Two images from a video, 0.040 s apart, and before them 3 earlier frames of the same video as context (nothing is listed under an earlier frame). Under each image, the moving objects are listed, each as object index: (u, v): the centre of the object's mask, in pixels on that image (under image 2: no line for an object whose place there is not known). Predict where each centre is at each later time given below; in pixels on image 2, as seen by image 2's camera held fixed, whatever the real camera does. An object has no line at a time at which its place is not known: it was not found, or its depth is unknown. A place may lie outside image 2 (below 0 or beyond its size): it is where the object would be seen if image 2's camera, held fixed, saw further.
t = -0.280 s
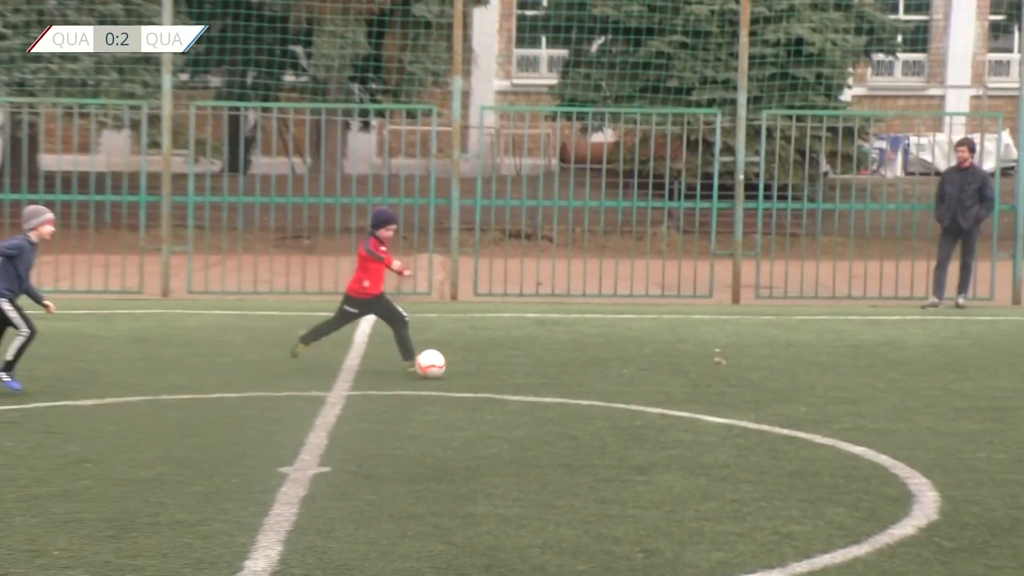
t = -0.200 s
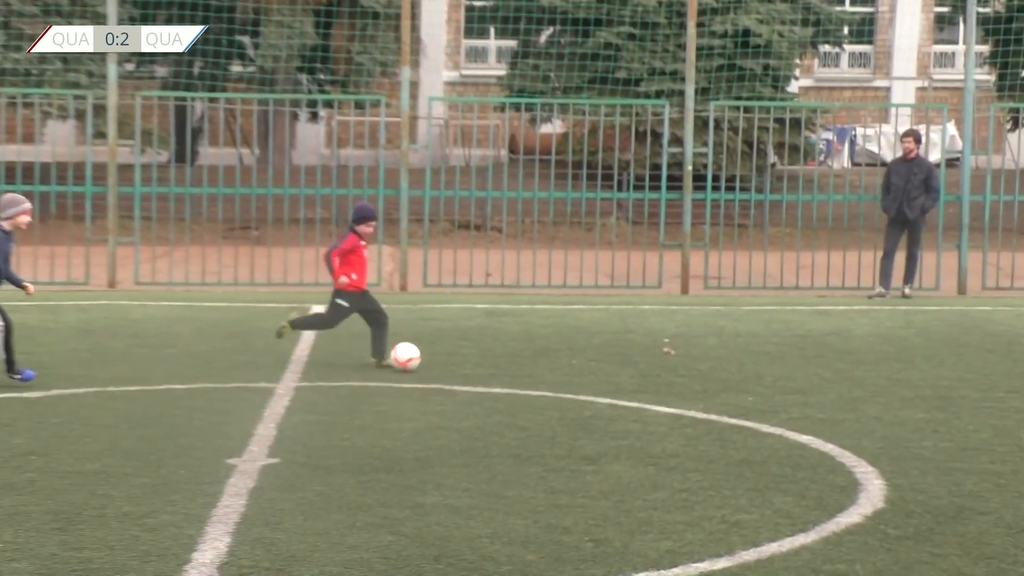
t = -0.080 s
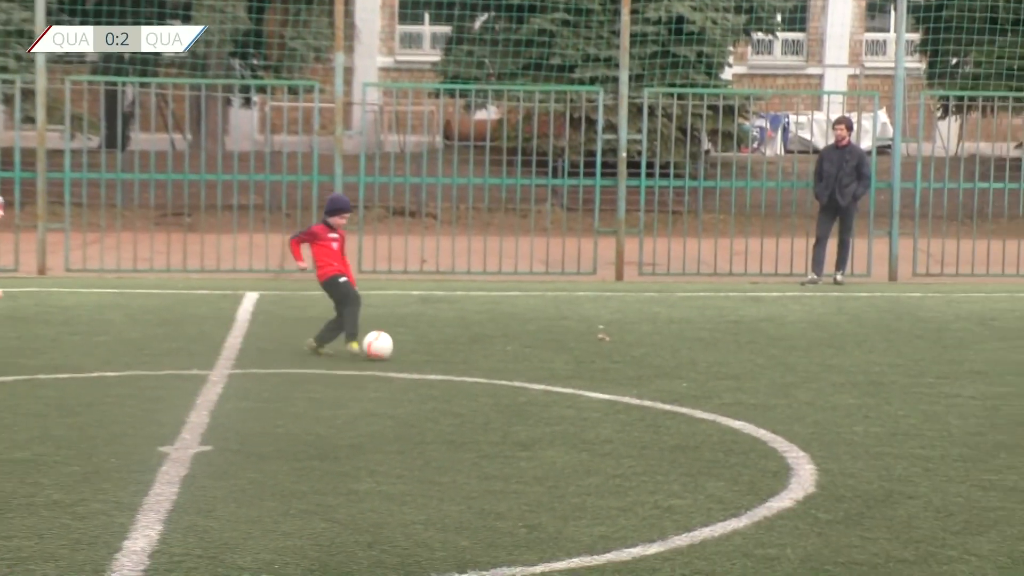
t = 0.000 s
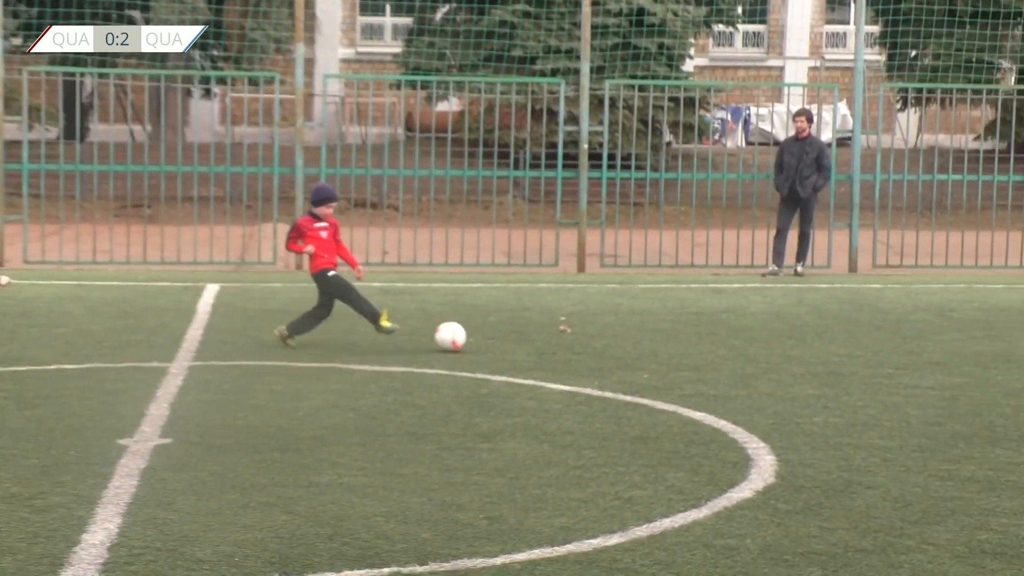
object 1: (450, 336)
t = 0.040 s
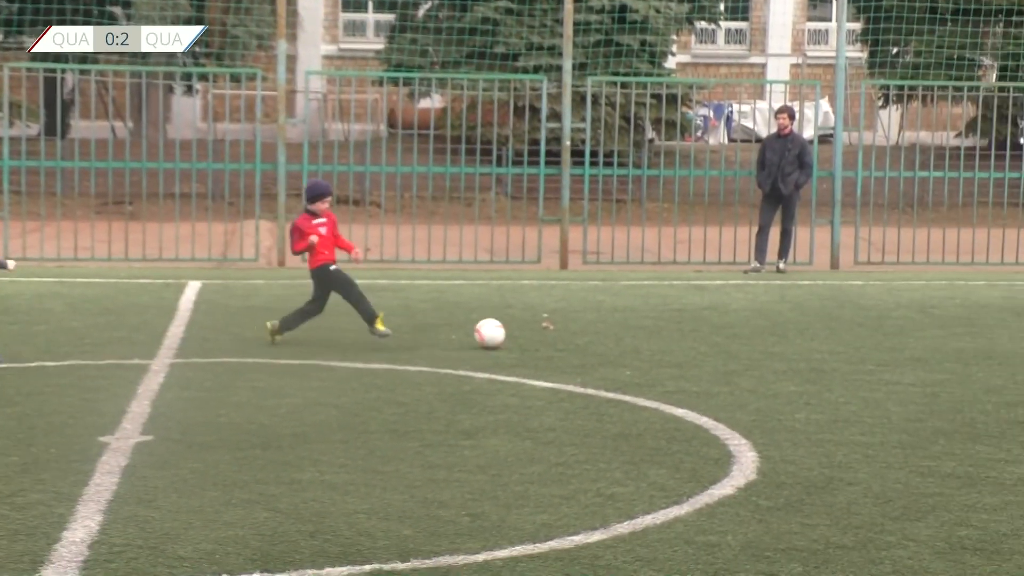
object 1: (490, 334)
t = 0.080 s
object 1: (545, 334)
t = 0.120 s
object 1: (599, 335)
